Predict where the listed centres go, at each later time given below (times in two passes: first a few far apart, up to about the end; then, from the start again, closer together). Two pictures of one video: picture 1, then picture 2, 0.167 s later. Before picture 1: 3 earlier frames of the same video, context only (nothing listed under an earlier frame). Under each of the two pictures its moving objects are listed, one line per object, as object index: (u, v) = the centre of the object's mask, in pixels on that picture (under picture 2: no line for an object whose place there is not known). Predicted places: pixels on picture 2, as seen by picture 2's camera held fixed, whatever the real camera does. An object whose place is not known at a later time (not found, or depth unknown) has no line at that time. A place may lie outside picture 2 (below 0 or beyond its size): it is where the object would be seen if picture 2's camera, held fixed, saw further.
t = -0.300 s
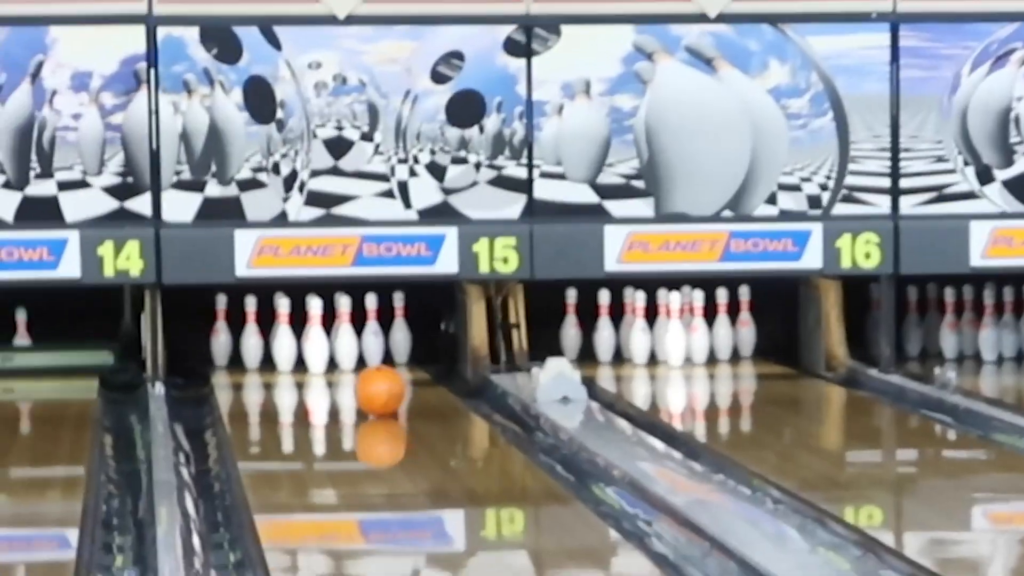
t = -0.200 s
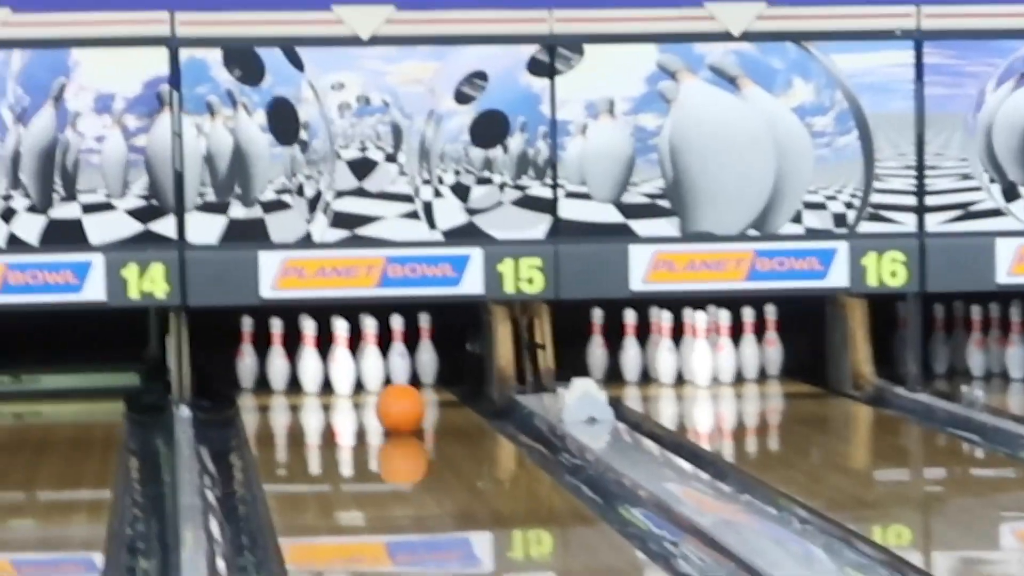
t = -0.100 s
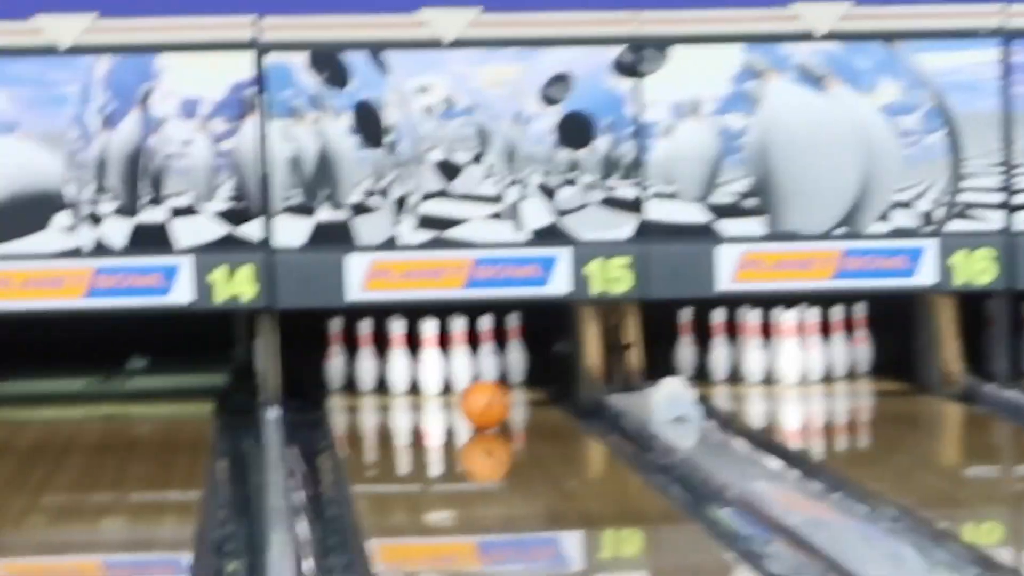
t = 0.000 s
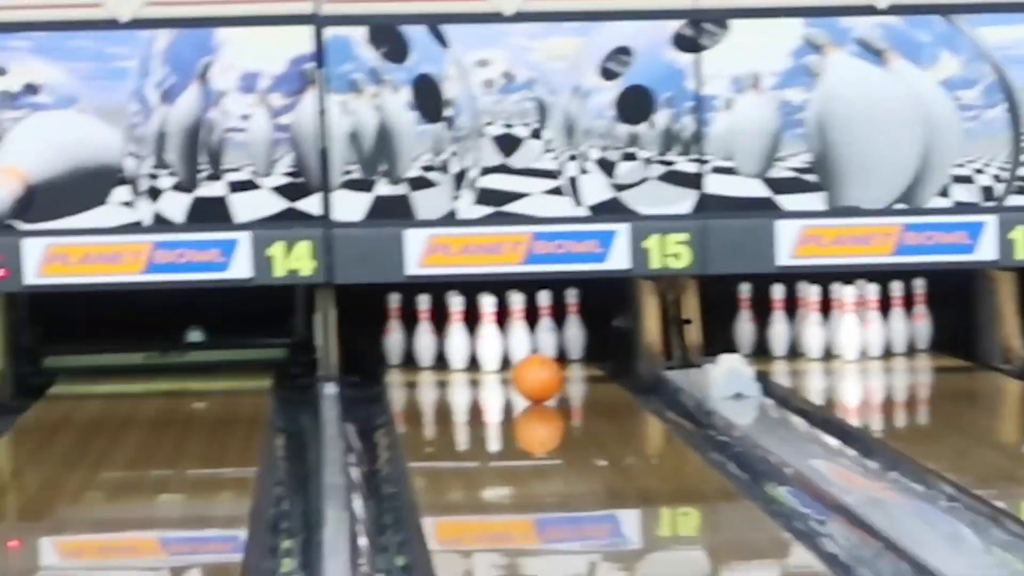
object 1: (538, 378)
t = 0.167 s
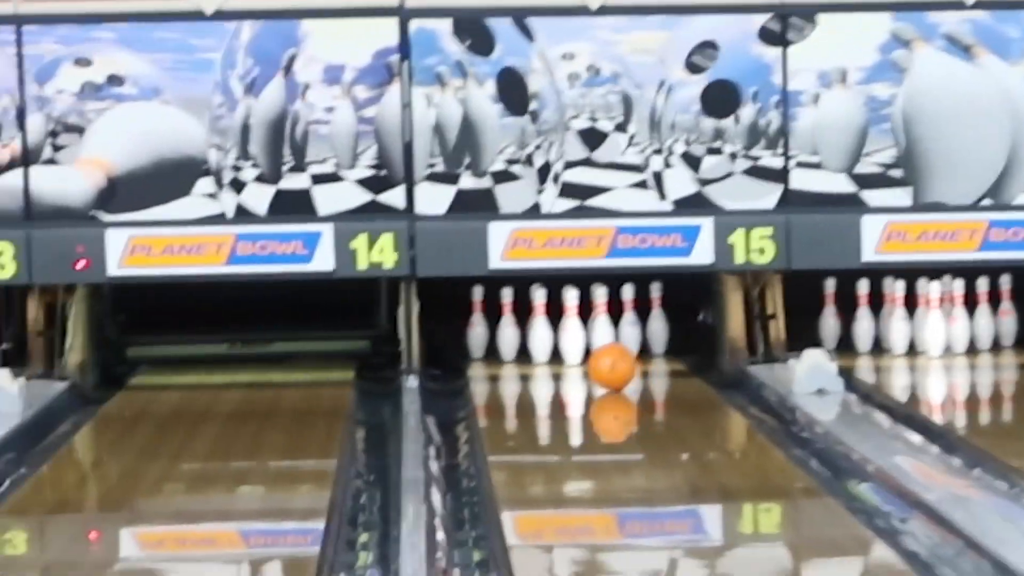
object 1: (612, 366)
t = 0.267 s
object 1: (607, 364)
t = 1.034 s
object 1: (596, 344)
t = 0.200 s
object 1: (610, 366)
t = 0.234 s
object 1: (609, 365)
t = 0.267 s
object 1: (607, 364)
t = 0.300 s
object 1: (606, 363)
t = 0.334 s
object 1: (605, 362)
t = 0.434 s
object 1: (604, 359)
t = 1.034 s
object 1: (596, 344)
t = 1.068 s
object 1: (600, 344)
